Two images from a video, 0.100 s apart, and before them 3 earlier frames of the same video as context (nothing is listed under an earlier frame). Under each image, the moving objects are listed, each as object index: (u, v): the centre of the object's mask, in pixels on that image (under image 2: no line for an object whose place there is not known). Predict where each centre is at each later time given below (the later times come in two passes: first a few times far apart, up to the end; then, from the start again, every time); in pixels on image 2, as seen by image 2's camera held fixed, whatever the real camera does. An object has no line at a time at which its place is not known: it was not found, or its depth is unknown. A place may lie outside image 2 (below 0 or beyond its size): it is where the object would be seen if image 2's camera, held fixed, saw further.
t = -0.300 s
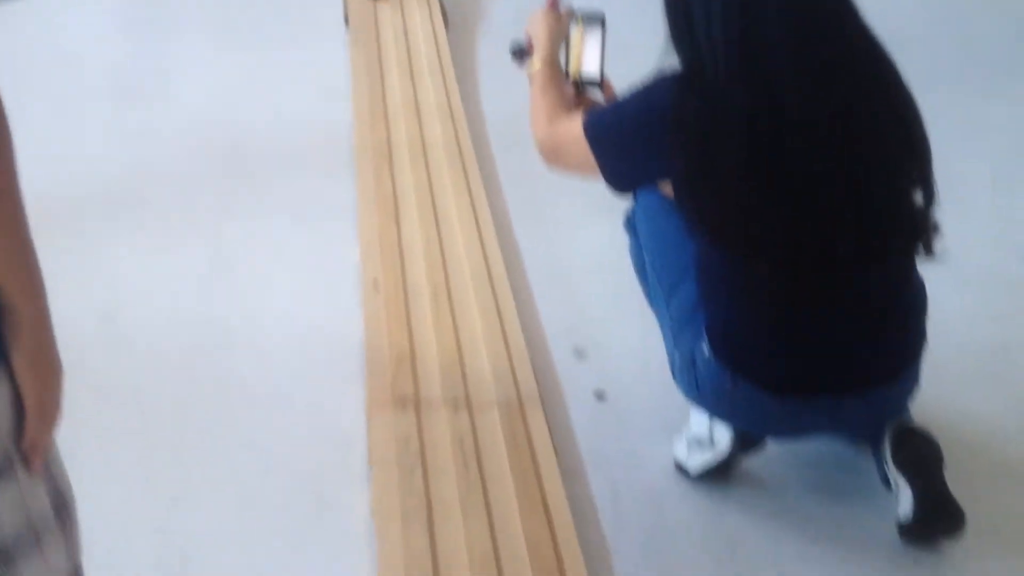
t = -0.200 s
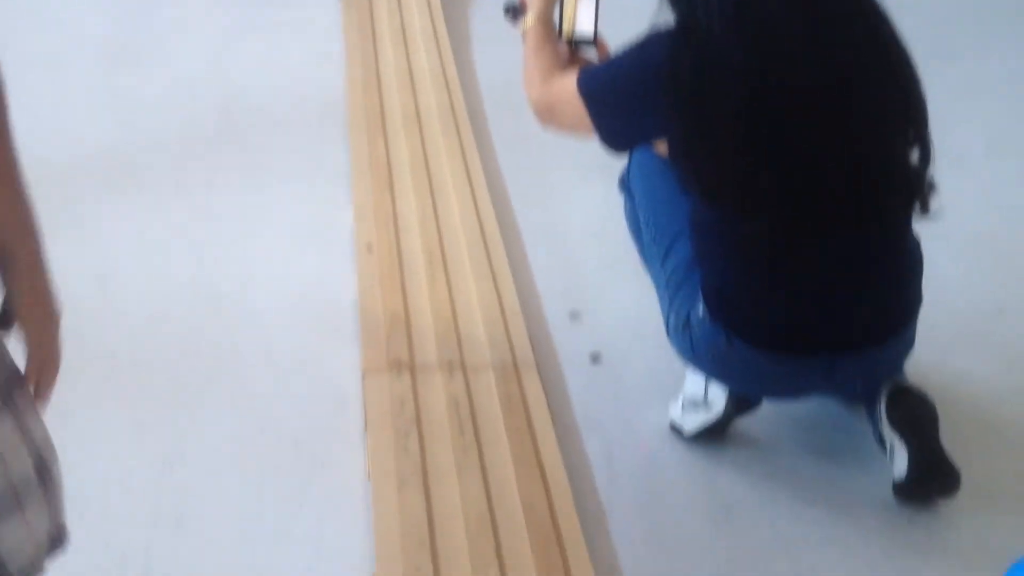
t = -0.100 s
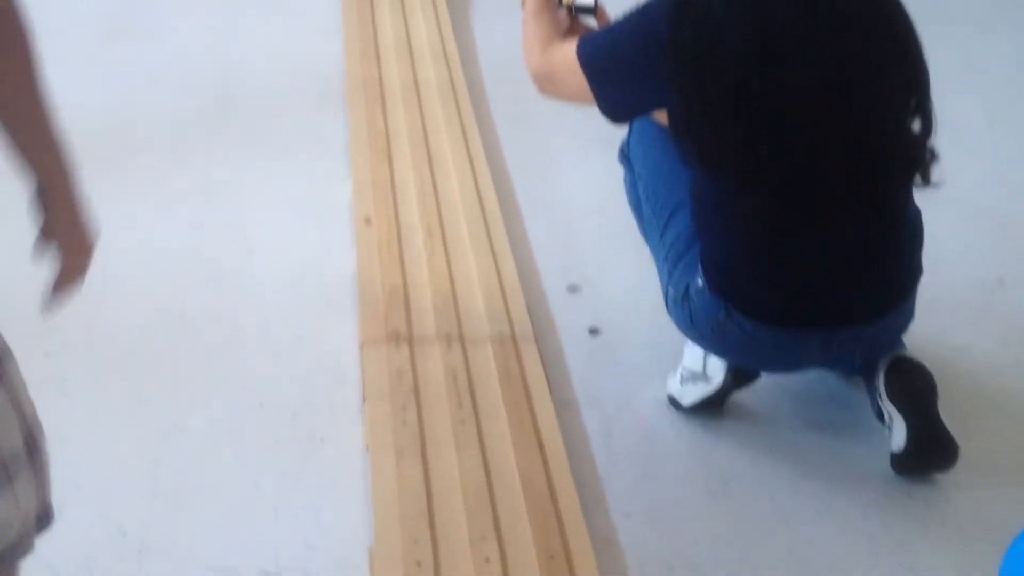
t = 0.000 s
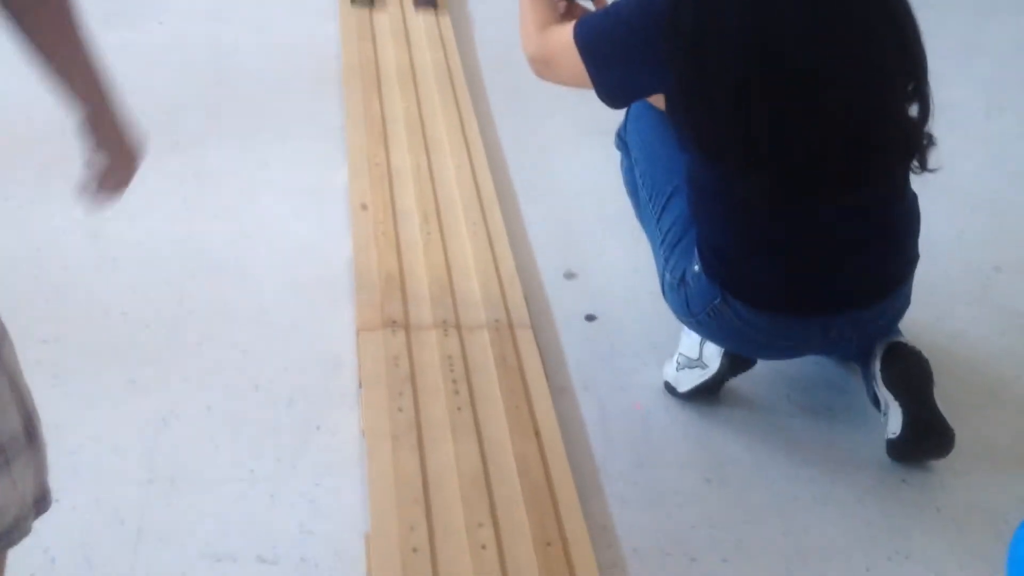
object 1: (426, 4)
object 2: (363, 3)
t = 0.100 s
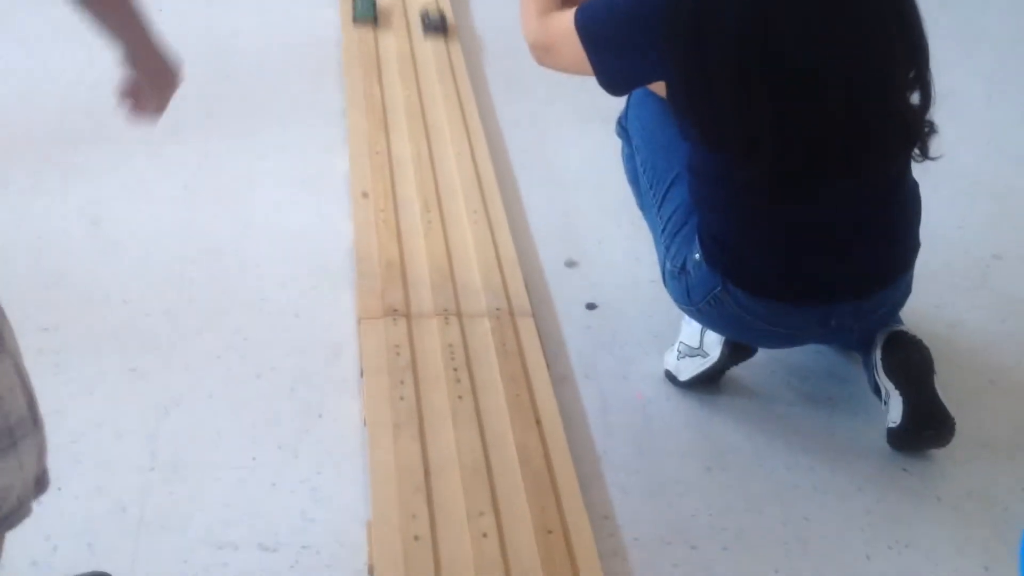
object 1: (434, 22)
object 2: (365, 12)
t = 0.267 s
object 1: (449, 94)
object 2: (367, 62)
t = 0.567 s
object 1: (487, 263)
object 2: (382, 168)
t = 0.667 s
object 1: (503, 336)
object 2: (387, 208)
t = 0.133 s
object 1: (437, 36)
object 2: (366, 20)
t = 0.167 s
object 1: (440, 50)
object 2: (366, 30)
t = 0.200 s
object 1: (443, 65)
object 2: (367, 41)
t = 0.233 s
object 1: (445, 79)
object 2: (367, 51)
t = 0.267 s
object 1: (449, 94)
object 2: (367, 62)
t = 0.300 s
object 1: (453, 110)
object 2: (369, 74)
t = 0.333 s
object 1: (457, 127)
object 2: (370, 85)
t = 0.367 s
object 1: (462, 144)
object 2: (372, 97)
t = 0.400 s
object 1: (466, 162)
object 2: (373, 109)
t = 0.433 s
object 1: (470, 179)
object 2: (374, 120)
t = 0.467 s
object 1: (474, 199)
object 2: (376, 132)
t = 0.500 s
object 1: (477, 218)
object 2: (379, 144)
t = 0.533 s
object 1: (482, 240)
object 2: (381, 156)
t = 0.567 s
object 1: (487, 263)
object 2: (382, 168)
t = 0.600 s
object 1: (492, 288)
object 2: (384, 181)
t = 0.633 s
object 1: (498, 309)
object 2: (385, 194)
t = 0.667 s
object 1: (503, 336)
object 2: (387, 208)
